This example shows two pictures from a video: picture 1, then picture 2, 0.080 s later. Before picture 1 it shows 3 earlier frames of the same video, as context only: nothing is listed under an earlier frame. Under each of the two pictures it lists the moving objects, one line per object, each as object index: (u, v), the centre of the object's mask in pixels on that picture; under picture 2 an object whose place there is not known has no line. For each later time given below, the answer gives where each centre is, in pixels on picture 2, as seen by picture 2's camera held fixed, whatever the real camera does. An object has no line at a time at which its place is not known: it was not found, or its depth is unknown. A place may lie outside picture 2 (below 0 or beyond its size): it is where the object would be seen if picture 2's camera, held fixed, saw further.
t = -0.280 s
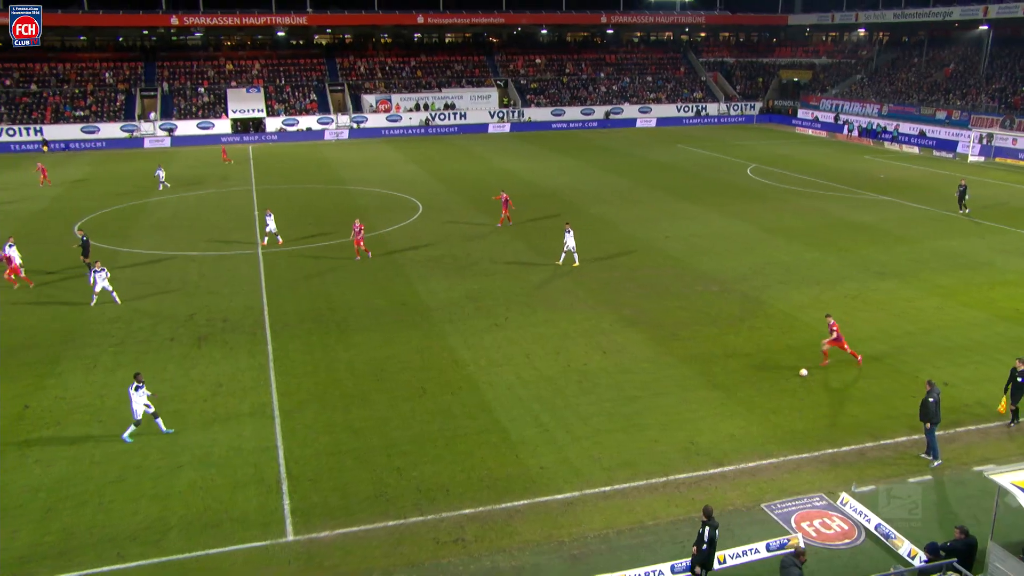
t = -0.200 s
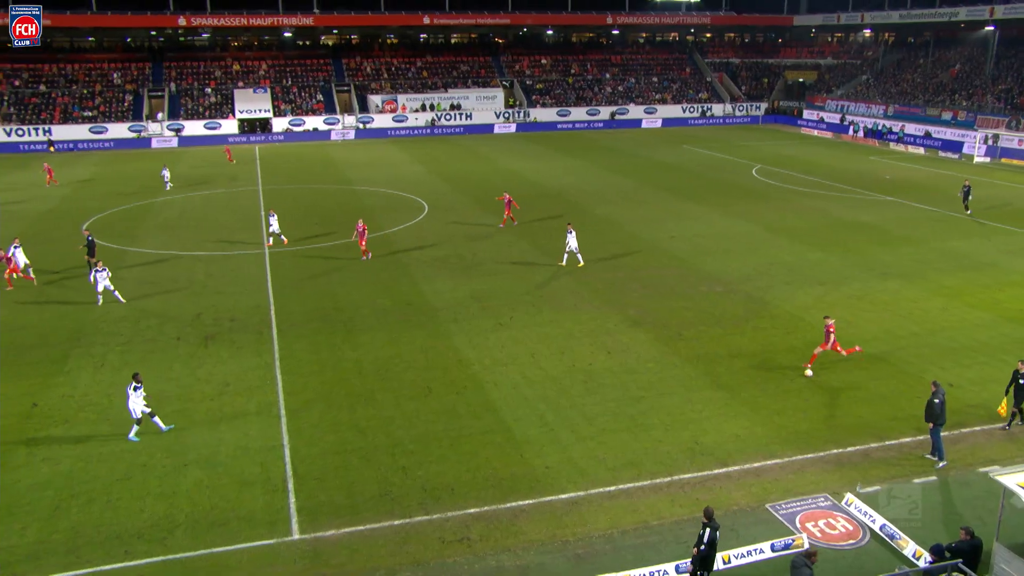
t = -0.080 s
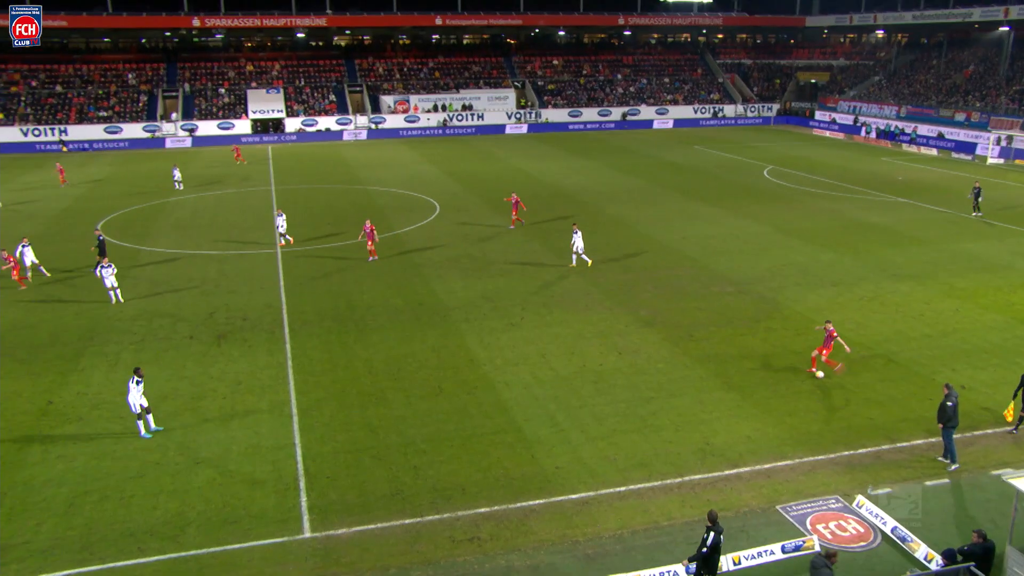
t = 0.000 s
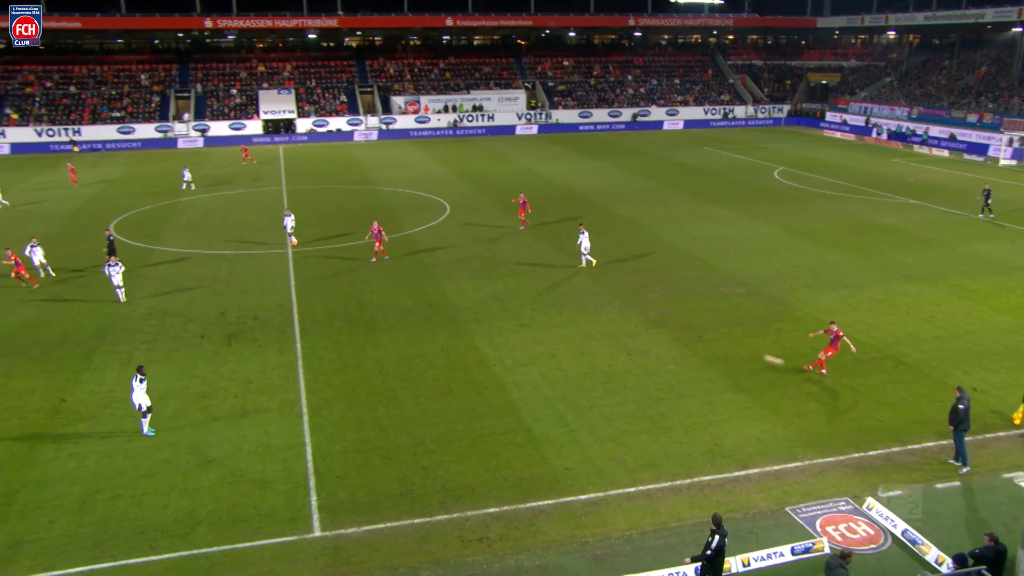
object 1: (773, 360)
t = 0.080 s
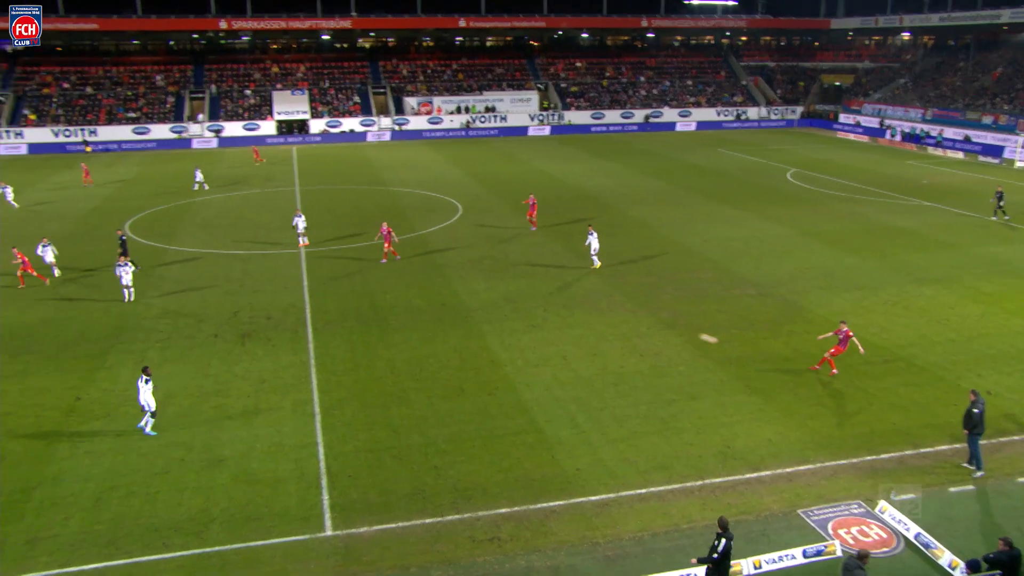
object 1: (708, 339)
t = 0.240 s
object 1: (575, 296)
